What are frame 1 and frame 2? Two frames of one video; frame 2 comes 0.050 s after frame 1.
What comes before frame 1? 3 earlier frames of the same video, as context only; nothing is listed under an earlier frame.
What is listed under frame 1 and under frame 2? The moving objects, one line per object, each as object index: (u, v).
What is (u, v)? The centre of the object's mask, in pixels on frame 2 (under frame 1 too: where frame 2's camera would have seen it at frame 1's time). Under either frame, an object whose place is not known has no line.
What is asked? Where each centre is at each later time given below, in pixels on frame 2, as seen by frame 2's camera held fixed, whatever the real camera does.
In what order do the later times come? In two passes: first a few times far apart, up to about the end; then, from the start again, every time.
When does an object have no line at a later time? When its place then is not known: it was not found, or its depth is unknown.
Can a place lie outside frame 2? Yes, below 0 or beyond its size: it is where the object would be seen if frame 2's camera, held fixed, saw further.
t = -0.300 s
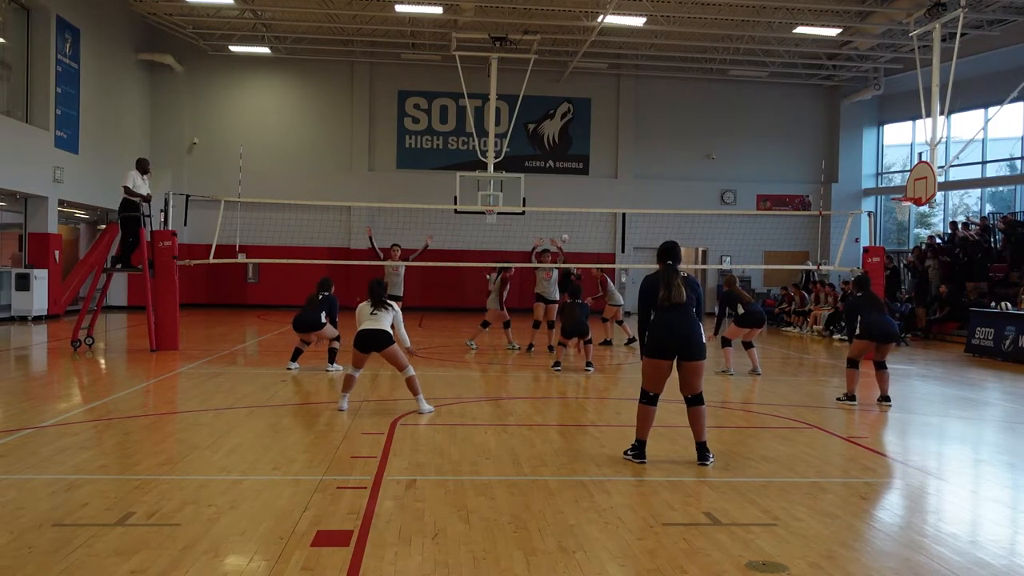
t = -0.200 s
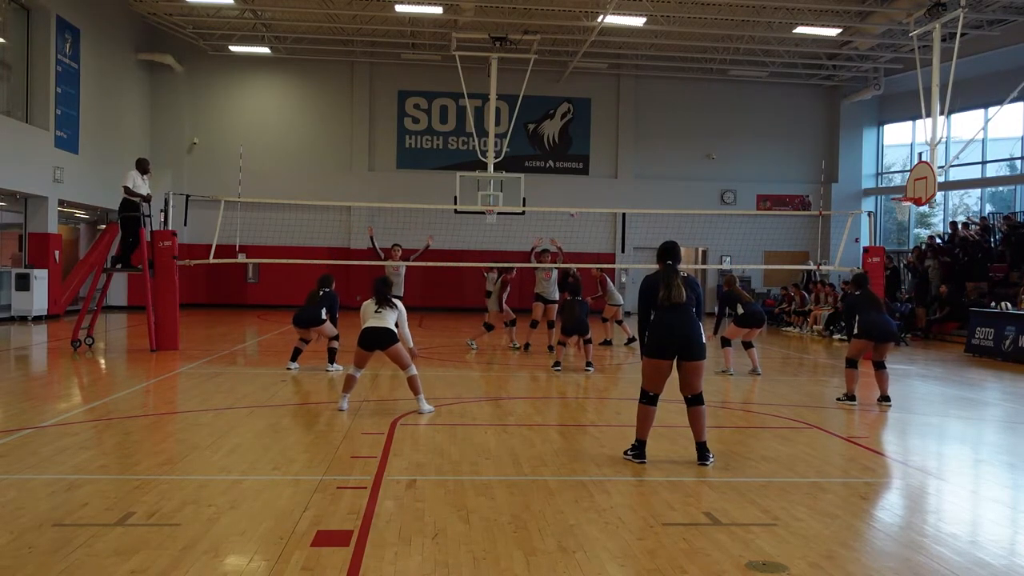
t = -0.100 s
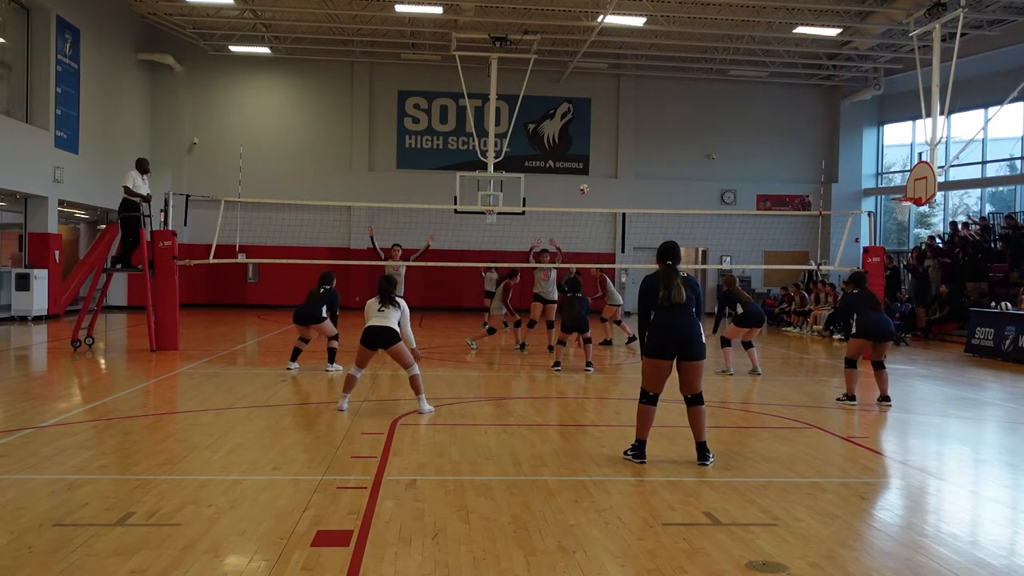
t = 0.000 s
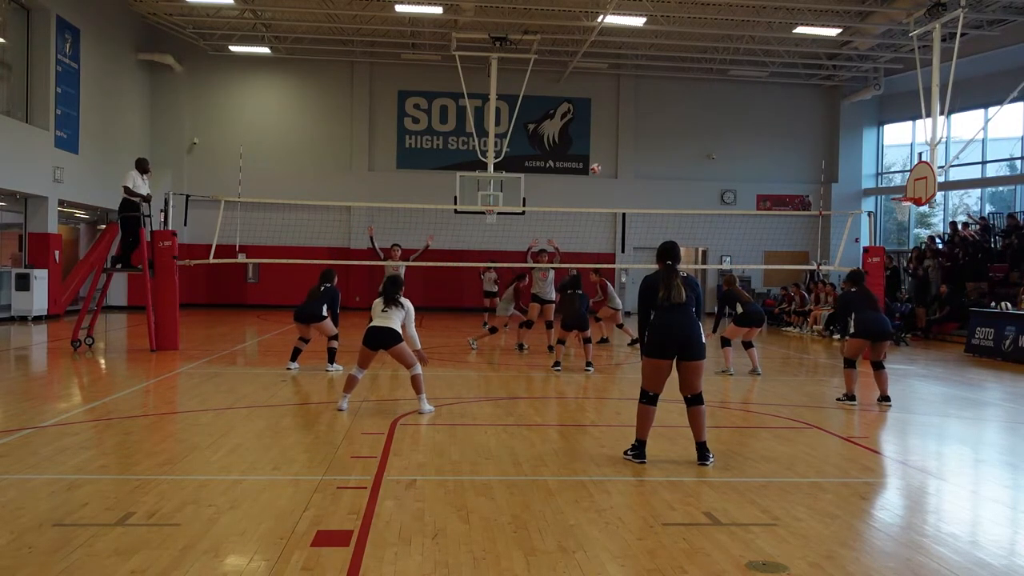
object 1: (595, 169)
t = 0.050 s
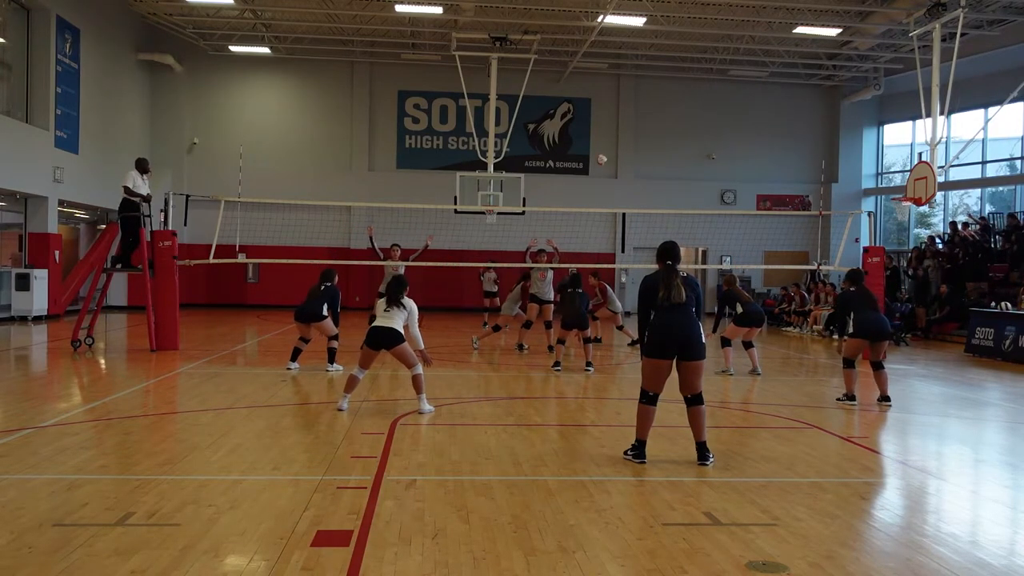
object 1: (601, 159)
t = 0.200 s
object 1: (621, 138)
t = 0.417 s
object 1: (657, 124)
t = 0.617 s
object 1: (699, 139)
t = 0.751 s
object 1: (735, 172)
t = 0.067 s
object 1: (603, 156)
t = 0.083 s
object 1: (606, 153)
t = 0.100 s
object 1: (608, 152)
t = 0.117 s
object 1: (610, 148)
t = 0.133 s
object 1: (612, 146)
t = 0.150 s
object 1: (615, 144)
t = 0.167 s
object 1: (617, 141)
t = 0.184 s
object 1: (619, 140)
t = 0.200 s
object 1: (621, 138)
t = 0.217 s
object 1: (624, 136)
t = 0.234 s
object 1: (626, 134)
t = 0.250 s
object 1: (628, 132)
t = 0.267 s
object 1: (631, 131)
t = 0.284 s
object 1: (634, 130)
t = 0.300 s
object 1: (637, 128)
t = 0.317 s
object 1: (639, 127)
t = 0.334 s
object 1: (642, 126)
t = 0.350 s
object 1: (644, 126)
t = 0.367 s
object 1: (647, 125)
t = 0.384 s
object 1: (651, 124)
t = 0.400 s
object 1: (654, 124)
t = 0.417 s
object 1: (657, 124)
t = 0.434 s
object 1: (659, 124)
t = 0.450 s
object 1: (663, 125)
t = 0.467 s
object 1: (666, 125)
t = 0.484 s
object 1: (669, 126)
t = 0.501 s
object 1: (672, 126)
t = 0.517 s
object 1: (676, 128)
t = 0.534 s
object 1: (679, 129)
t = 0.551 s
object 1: (683, 130)
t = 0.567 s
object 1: (687, 132)
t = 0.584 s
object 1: (690, 134)
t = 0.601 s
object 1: (694, 137)
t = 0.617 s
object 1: (699, 139)
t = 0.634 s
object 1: (703, 143)
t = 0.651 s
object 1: (707, 146)
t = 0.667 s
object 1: (711, 149)
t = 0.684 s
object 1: (715, 153)
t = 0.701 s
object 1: (720, 157)
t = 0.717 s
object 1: (724, 161)
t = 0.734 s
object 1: (729, 166)
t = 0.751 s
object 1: (735, 172)
